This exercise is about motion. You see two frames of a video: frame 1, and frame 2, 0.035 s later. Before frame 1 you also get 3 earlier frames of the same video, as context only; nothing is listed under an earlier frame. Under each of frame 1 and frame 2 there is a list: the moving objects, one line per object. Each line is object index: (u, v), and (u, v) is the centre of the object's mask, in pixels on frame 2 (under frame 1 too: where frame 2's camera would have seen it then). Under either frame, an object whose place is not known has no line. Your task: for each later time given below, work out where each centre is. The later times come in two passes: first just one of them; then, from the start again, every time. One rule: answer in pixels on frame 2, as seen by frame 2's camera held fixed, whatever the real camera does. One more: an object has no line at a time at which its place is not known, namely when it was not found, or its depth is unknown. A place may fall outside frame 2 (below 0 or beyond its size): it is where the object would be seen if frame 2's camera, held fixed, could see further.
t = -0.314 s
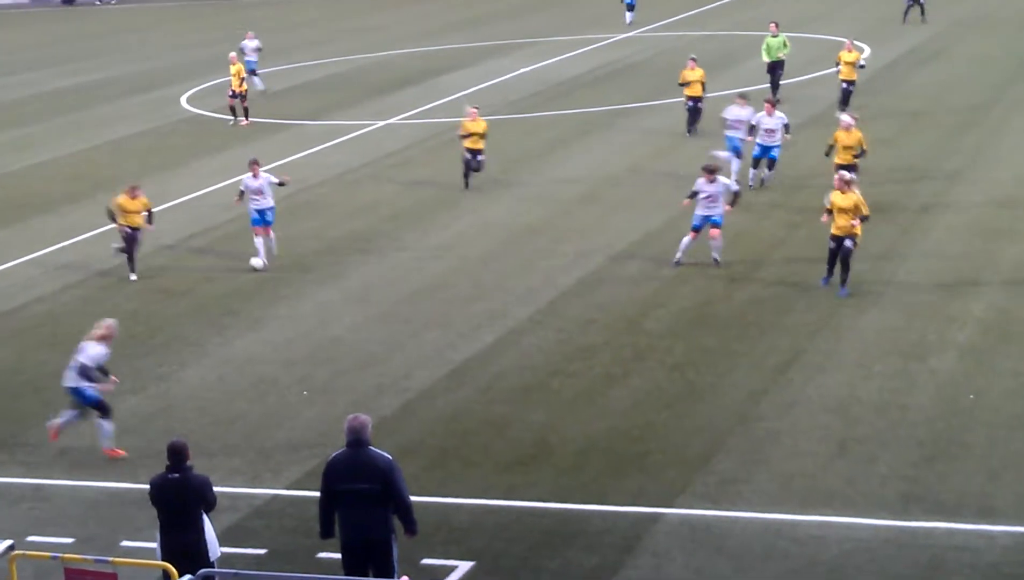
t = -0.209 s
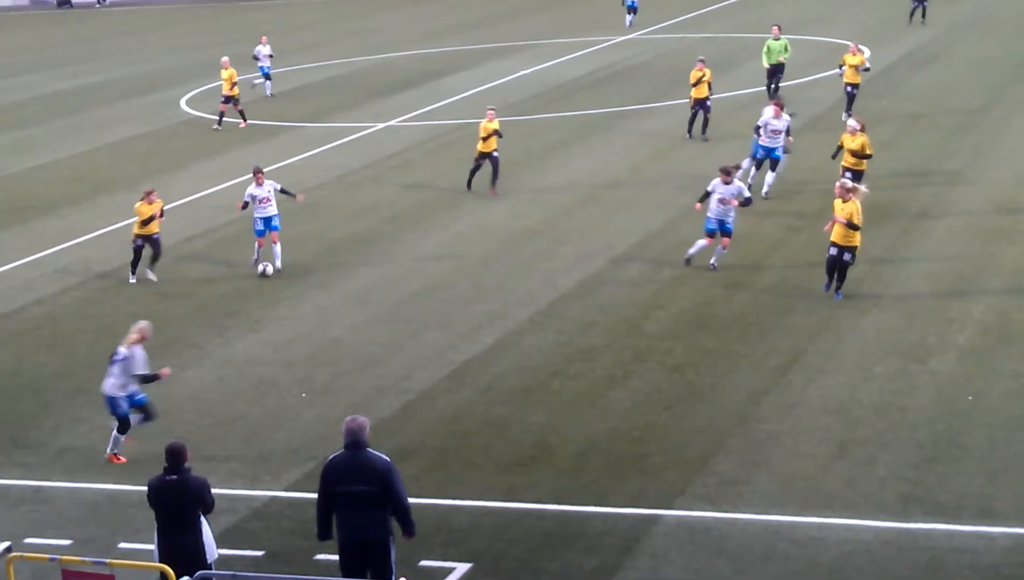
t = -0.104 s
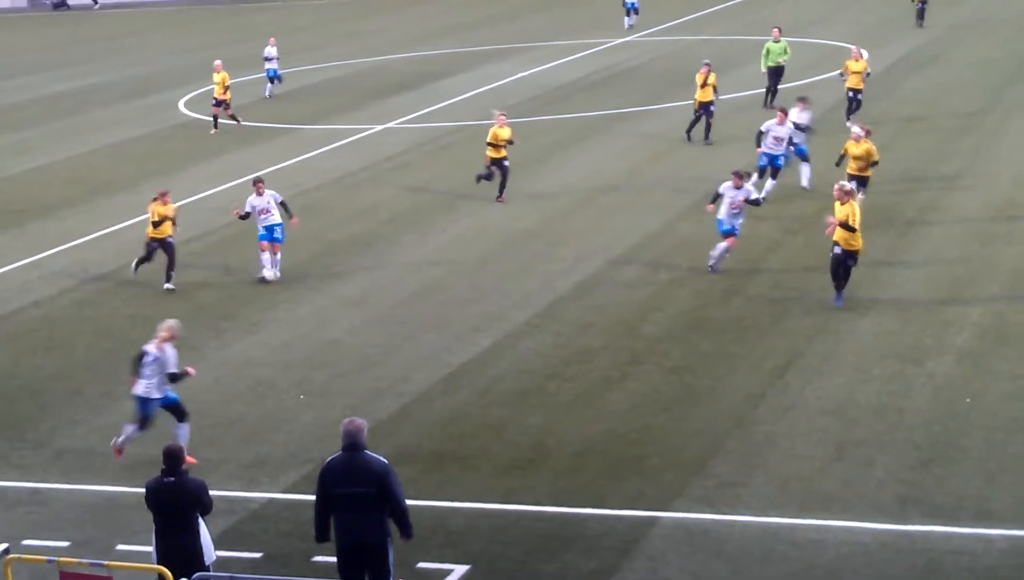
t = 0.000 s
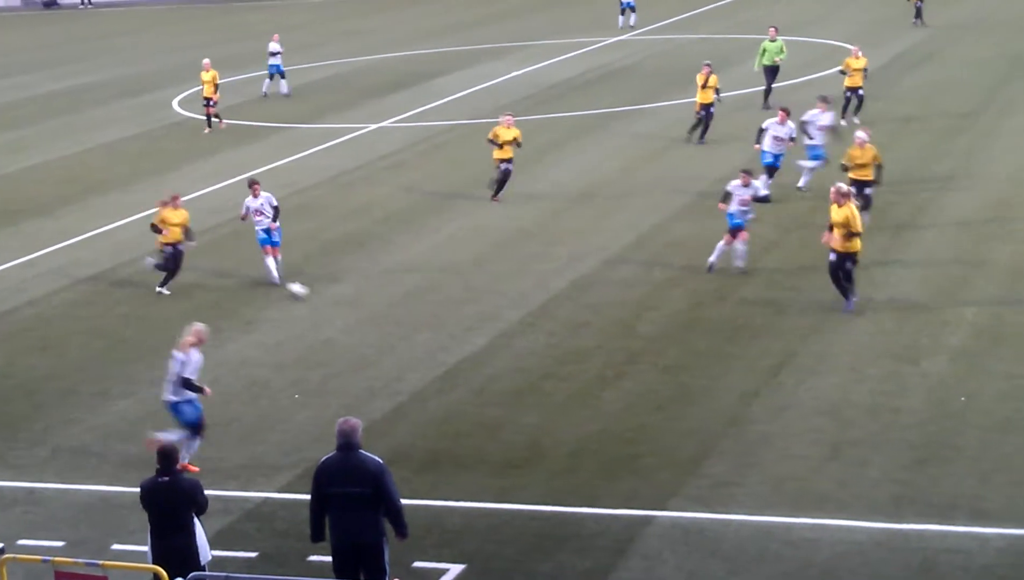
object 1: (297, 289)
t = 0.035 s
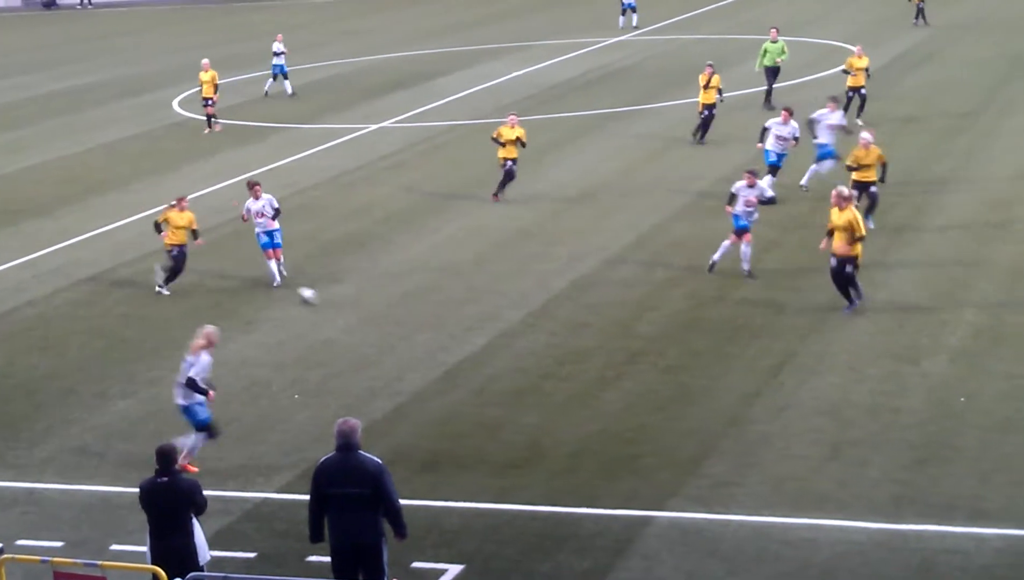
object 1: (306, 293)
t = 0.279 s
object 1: (386, 332)
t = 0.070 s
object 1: (317, 297)
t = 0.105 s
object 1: (329, 304)
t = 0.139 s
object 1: (341, 311)
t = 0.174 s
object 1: (350, 315)
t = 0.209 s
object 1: (362, 320)
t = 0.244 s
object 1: (375, 327)
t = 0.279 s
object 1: (386, 332)
